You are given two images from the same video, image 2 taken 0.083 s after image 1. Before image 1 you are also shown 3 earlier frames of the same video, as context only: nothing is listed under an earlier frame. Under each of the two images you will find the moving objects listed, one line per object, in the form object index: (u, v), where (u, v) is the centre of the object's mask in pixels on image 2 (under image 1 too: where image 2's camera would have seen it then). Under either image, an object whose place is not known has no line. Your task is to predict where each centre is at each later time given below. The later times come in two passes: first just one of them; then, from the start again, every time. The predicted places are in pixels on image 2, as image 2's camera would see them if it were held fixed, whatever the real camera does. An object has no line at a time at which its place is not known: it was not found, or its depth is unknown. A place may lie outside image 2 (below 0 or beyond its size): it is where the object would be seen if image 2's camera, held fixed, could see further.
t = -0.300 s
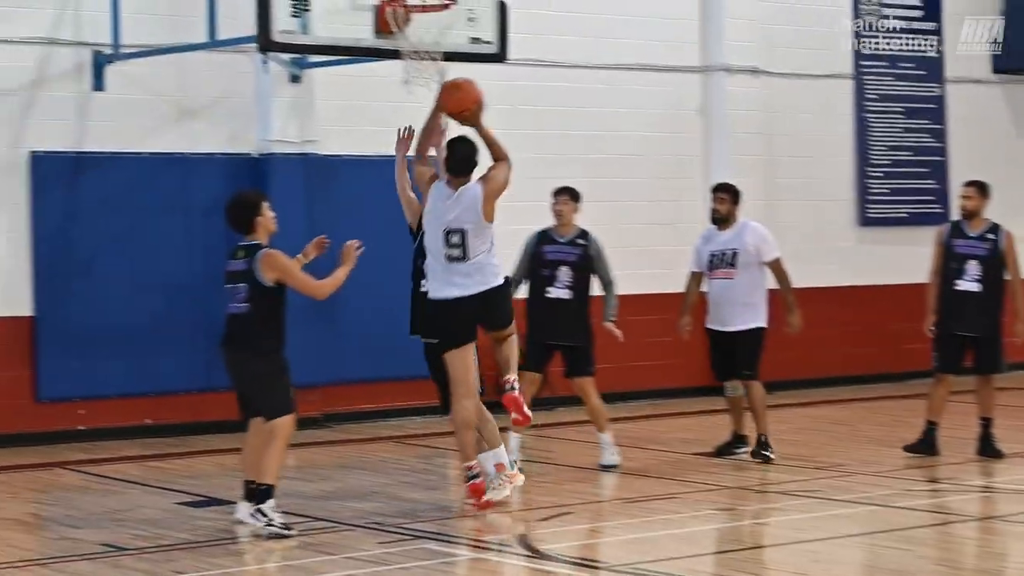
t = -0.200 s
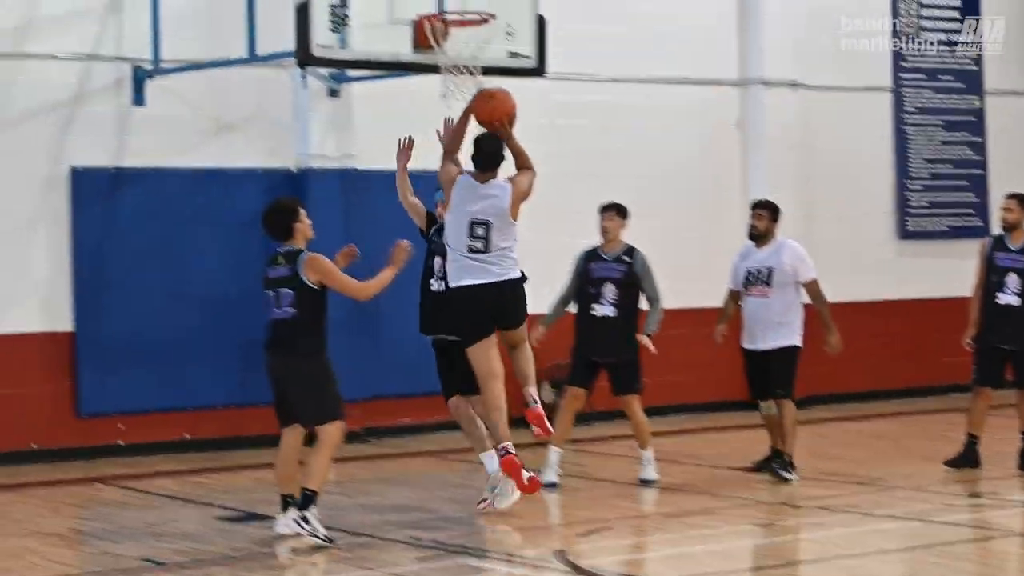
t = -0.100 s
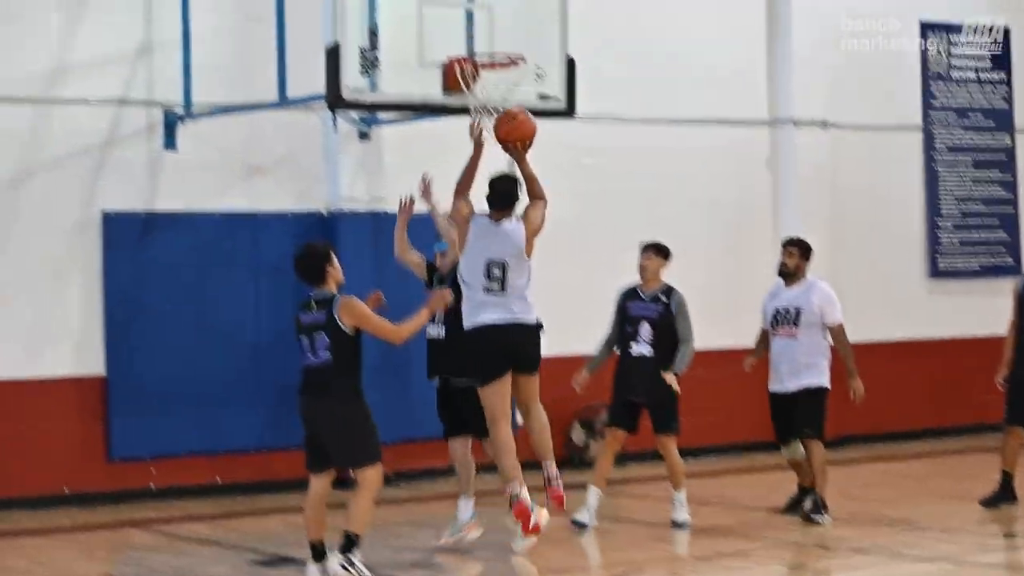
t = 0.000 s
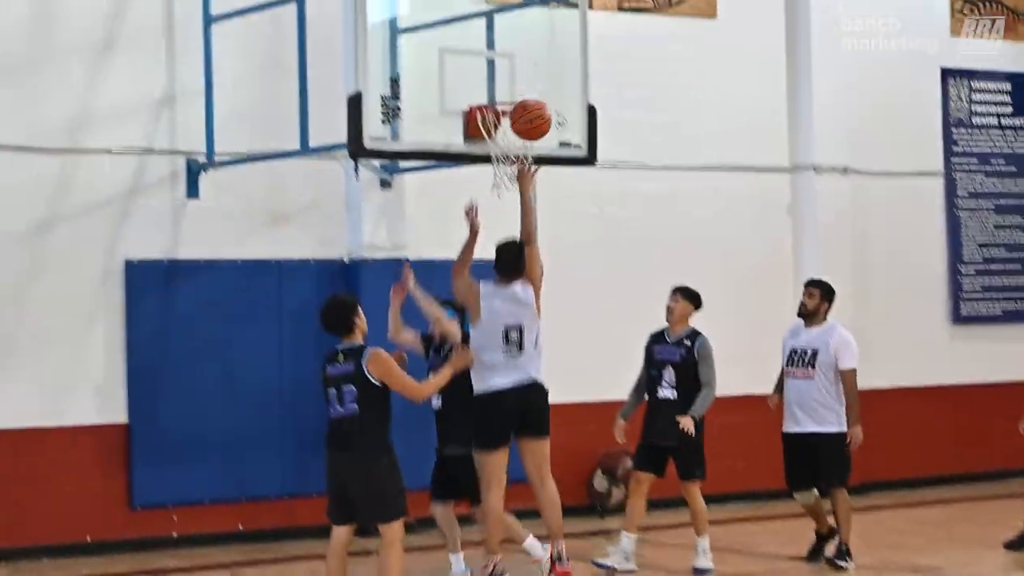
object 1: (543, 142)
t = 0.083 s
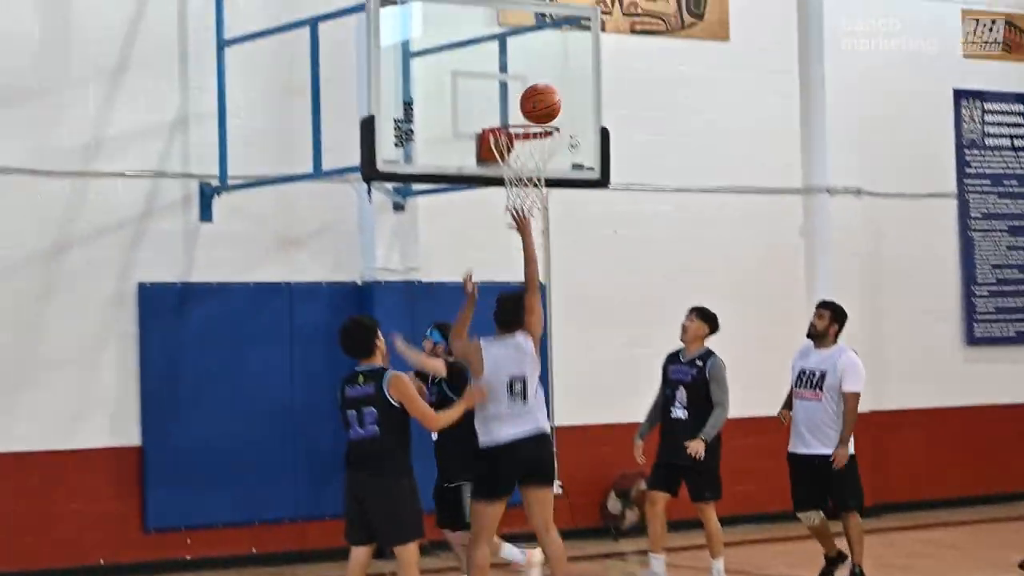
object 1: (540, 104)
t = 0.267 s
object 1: (536, 64)
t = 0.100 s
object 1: (540, 98)
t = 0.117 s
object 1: (539, 92)
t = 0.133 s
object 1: (539, 87)
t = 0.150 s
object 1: (538, 83)
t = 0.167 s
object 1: (538, 78)
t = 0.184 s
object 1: (538, 75)
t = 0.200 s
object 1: (537, 72)
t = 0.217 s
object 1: (537, 69)
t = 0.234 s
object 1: (537, 67)
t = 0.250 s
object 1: (536, 66)
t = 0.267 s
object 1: (536, 64)
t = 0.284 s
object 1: (535, 64)
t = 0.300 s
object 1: (535, 63)
